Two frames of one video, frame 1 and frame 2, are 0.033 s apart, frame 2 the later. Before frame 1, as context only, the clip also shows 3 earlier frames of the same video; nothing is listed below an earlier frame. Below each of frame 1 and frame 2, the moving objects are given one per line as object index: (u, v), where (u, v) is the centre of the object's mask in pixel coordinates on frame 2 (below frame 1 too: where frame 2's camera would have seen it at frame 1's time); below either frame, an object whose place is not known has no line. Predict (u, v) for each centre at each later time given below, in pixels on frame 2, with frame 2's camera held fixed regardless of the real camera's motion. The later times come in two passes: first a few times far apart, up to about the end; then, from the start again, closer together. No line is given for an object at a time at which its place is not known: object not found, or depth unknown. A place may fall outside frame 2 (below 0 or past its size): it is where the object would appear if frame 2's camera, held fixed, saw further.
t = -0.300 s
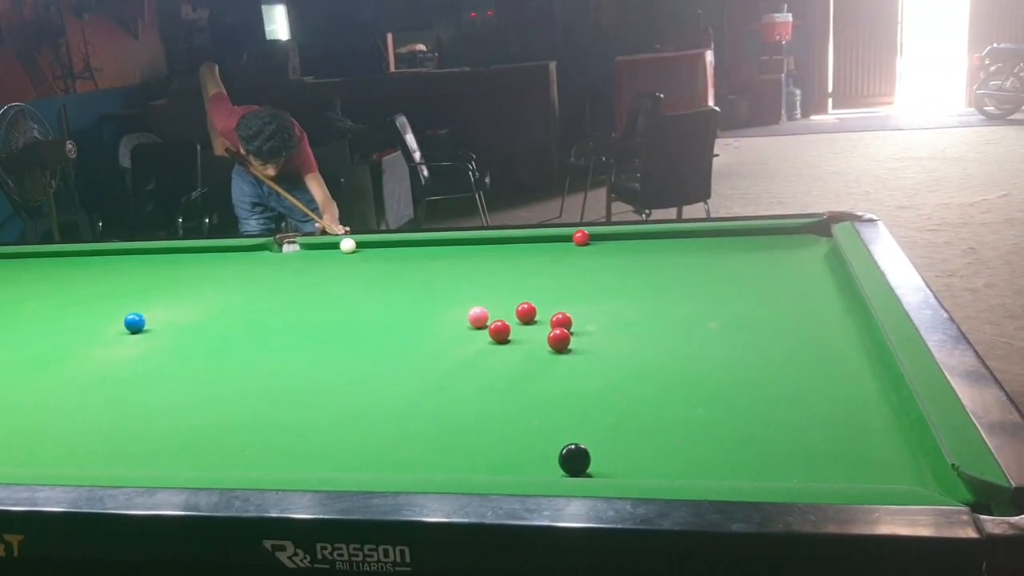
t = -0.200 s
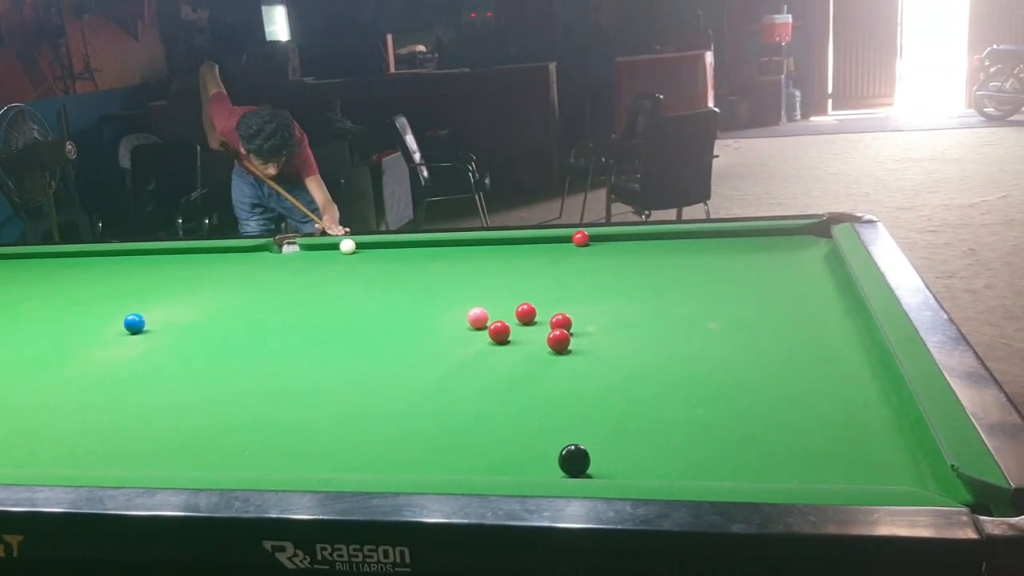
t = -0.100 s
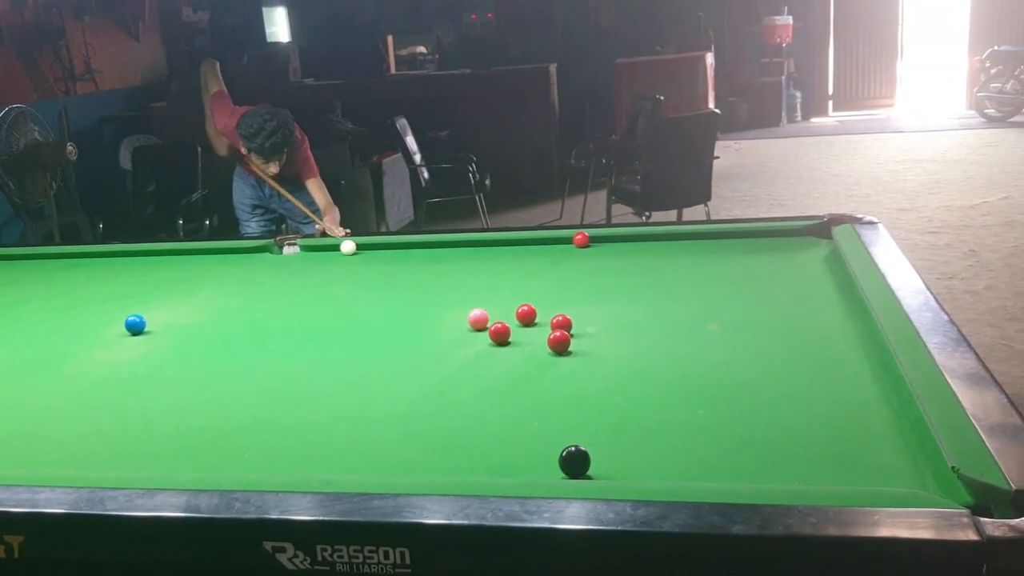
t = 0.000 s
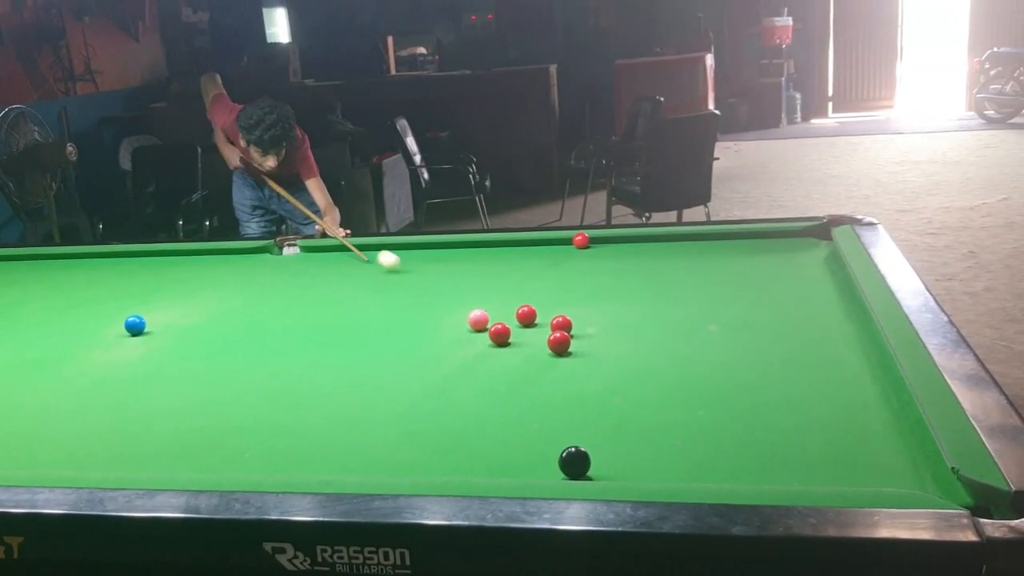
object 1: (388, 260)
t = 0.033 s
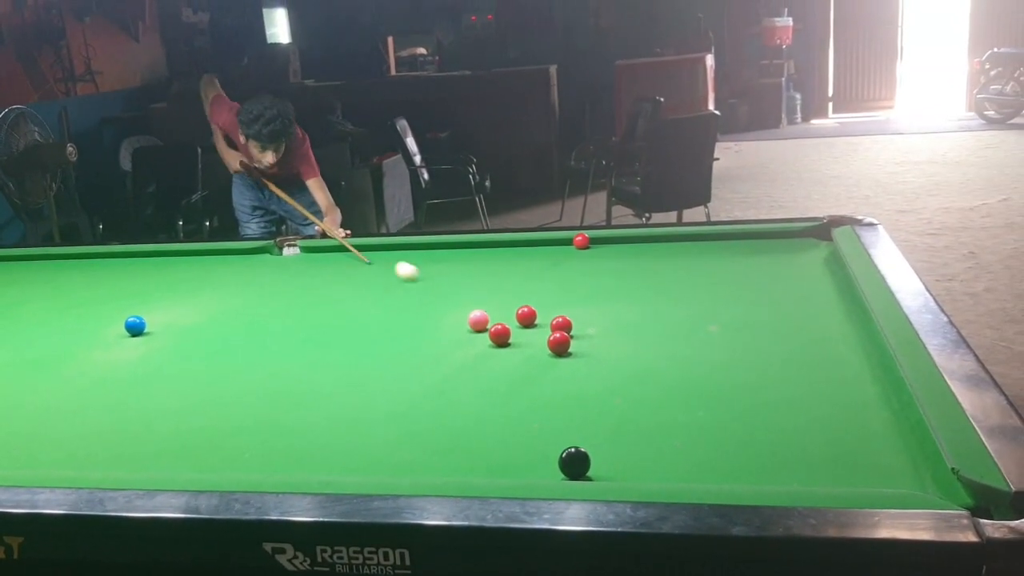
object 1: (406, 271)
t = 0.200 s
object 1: (506, 312)
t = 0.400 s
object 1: (498, 329)
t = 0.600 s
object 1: (514, 340)
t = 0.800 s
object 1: (543, 358)
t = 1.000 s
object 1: (574, 378)
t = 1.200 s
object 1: (608, 400)
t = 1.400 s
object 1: (644, 424)
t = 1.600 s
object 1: (685, 450)
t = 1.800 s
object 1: (729, 475)
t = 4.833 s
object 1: (860, 367)
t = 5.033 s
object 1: (860, 368)
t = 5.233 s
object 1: (861, 368)
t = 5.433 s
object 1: (861, 368)
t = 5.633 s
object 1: (861, 368)
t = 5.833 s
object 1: (861, 368)
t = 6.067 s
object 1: (861, 368)
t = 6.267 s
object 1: (861, 368)
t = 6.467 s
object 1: (861, 368)
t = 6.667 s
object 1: (861, 368)
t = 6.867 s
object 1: (861, 368)
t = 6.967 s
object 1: (861, 368)
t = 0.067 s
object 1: (424, 277)
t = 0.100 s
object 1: (443, 285)
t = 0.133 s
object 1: (464, 294)
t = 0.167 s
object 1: (486, 302)
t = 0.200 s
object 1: (506, 312)
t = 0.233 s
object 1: (499, 315)
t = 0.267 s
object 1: (498, 319)
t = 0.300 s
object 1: (497, 321)
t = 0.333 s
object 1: (497, 324)
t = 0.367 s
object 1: (497, 327)
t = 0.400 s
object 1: (498, 329)
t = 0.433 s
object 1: (499, 330)
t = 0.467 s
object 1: (501, 331)
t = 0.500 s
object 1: (503, 333)
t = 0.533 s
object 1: (507, 335)
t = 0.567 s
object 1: (510, 337)
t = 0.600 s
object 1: (514, 340)
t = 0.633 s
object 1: (519, 343)
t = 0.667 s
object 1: (524, 346)
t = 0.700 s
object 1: (528, 349)
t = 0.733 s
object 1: (533, 352)
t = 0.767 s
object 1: (538, 355)
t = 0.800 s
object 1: (543, 358)
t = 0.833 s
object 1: (548, 361)
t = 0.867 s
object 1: (553, 364)
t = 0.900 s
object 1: (558, 367)
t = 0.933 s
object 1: (564, 371)
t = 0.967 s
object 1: (569, 374)
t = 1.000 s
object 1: (574, 378)
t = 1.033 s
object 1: (579, 381)
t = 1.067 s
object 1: (585, 385)
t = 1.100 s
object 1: (591, 388)
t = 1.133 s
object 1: (596, 392)
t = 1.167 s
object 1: (602, 395)
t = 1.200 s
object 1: (608, 400)
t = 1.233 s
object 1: (613, 404)
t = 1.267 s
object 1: (619, 407)
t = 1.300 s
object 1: (626, 411)
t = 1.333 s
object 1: (632, 415)
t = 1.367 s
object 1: (638, 420)
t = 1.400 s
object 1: (644, 424)
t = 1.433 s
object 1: (651, 428)
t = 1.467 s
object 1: (658, 432)
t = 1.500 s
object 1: (664, 436)
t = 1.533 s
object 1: (671, 441)
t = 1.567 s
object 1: (678, 446)
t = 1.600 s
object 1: (685, 450)
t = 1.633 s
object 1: (692, 455)
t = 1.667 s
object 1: (699, 460)
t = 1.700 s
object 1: (707, 465)
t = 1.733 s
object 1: (714, 469)
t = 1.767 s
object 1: (721, 472)
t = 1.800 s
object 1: (729, 475)
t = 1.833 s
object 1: (737, 478)
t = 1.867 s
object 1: (743, 479)
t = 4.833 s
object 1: (860, 367)
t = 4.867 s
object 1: (860, 367)
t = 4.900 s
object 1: (860, 367)
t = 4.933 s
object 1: (860, 367)
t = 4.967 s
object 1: (860, 367)
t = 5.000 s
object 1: (860, 367)
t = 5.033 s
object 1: (860, 368)
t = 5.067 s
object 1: (860, 367)
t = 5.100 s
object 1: (860, 368)
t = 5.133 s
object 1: (861, 368)
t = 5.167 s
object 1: (860, 368)
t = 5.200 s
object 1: (860, 368)
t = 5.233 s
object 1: (861, 368)
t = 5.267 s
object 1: (861, 368)
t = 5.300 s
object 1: (861, 368)
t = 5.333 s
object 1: (861, 368)
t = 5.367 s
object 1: (861, 368)
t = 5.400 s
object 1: (861, 368)
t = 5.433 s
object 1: (861, 368)
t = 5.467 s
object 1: (861, 368)
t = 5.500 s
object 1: (861, 368)
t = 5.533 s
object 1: (861, 368)
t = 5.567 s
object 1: (861, 368)
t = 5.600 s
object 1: (861, 368)
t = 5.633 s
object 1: (861, 368)
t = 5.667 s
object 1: (861, 368)
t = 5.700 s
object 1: (861, 368)
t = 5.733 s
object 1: (861, 368)
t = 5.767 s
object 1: (861, 368)
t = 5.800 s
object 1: (861, 368)
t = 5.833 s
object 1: (861, 368)
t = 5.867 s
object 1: (861, 368)
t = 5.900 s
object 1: (860, 369)
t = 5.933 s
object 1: (860, 368)
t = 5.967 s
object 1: (861, 368)
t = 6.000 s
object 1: (861, 369)
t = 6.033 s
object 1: (861, 369)
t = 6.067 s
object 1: (861, 368)
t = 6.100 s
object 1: (861, 368)
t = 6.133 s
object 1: (861, 368)
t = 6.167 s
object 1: (861, 368)
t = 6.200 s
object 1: (861, 368)
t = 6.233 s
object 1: (861, 368)
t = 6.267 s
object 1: (861, 368)
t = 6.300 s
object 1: (861, 368)
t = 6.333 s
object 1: (861, 368)
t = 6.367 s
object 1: (861, 368)
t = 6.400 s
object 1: (861, 368)
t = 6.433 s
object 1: (861, 368)
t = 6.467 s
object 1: (861, 368)
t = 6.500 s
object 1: (861, 368)
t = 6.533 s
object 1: (861, 368)
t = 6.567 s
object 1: (861, 368)
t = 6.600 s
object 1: (861, 368)
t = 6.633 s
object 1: (861, 368)
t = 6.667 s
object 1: (861, 368)
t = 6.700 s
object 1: (861, 368)
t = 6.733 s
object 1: (861, 368)
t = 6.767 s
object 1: (861, 368)
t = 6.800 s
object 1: (861, 368)
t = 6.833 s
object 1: (861, 368)
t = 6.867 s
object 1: (861, 368)
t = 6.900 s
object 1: (861, 368)
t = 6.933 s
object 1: (861, 368)
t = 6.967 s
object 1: (861, 368)
